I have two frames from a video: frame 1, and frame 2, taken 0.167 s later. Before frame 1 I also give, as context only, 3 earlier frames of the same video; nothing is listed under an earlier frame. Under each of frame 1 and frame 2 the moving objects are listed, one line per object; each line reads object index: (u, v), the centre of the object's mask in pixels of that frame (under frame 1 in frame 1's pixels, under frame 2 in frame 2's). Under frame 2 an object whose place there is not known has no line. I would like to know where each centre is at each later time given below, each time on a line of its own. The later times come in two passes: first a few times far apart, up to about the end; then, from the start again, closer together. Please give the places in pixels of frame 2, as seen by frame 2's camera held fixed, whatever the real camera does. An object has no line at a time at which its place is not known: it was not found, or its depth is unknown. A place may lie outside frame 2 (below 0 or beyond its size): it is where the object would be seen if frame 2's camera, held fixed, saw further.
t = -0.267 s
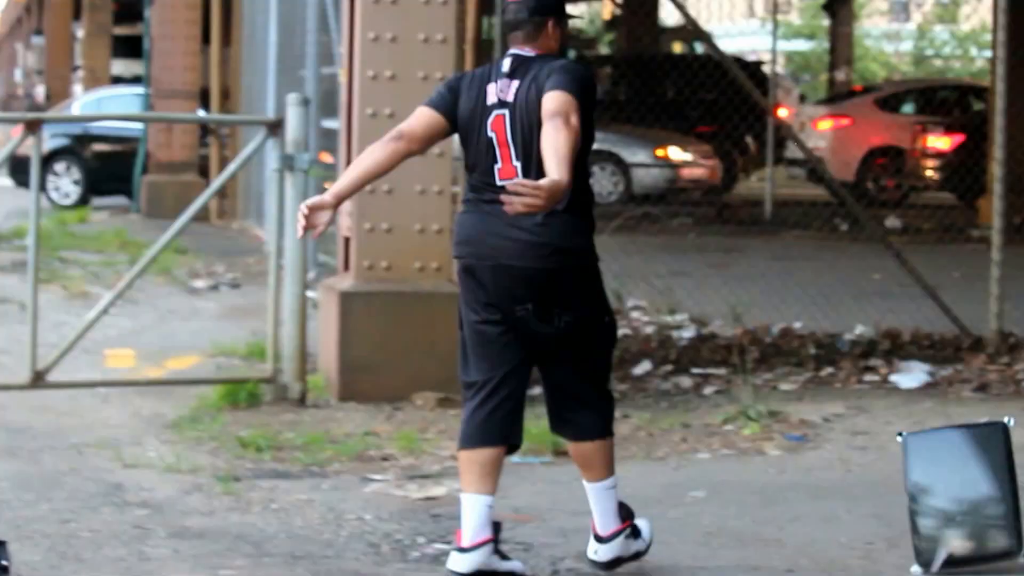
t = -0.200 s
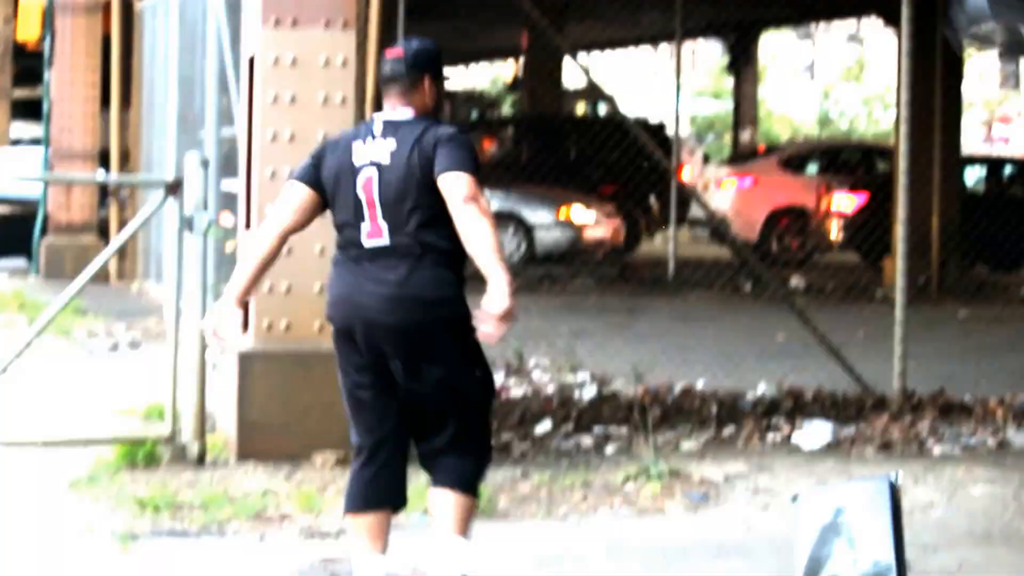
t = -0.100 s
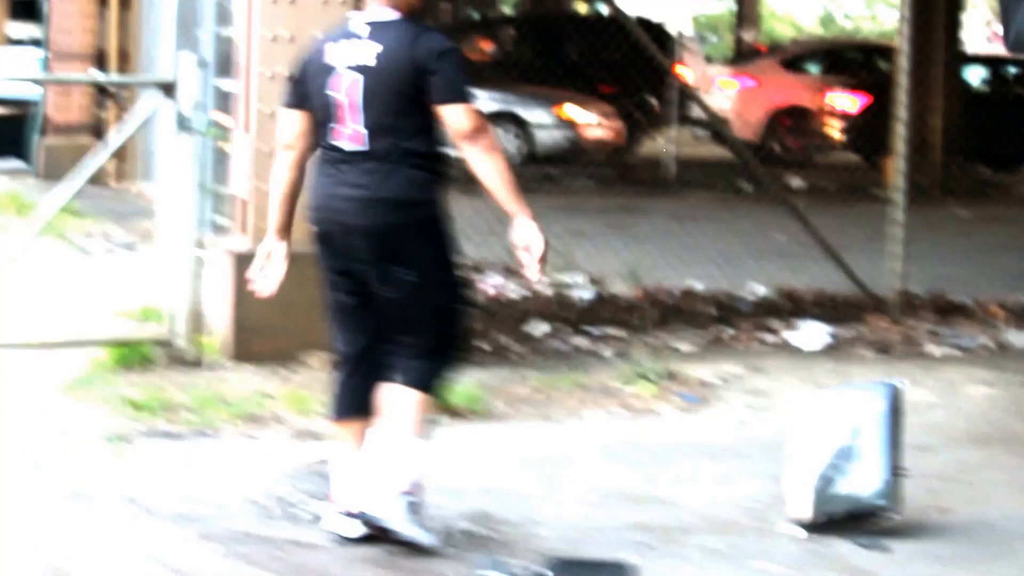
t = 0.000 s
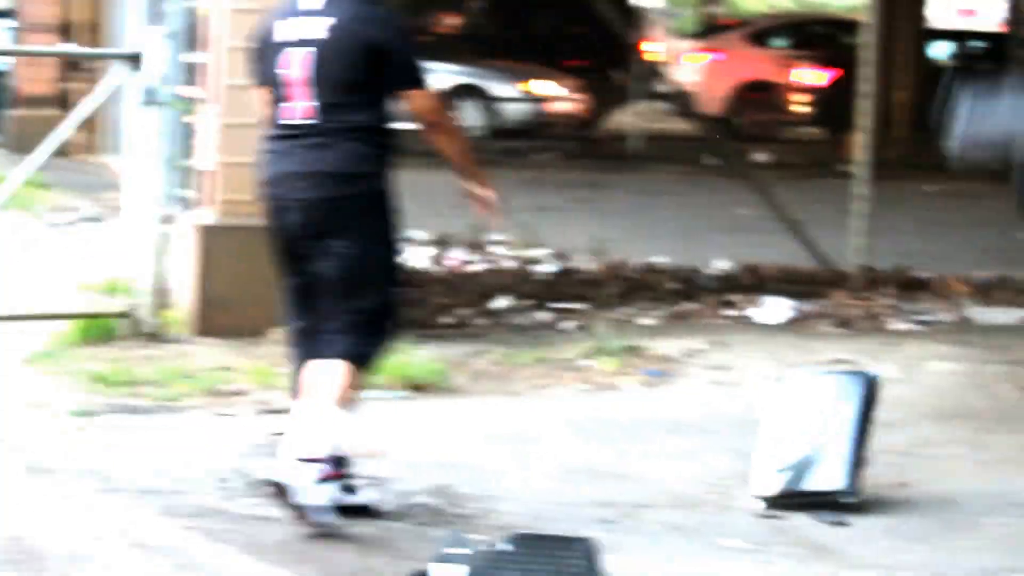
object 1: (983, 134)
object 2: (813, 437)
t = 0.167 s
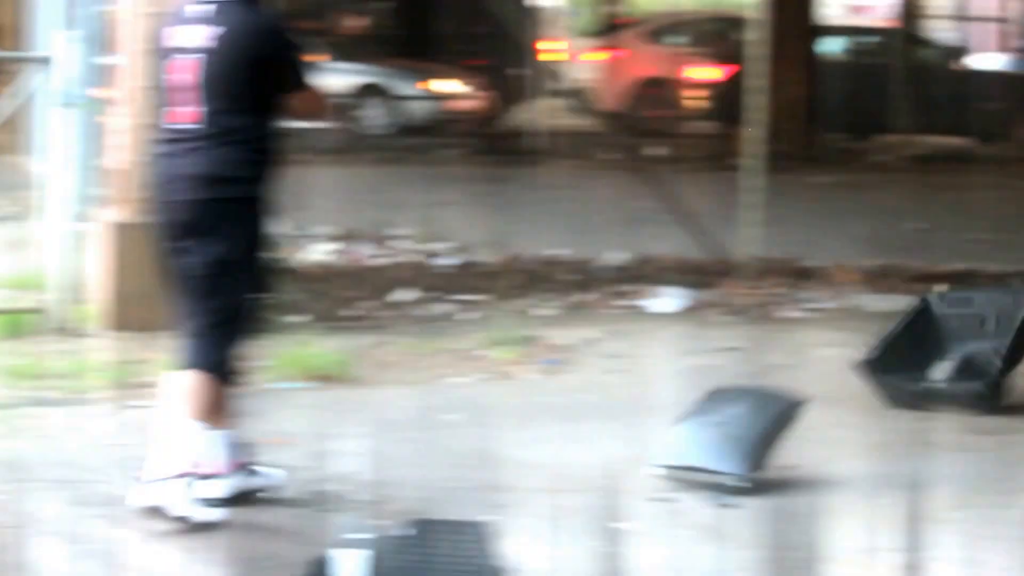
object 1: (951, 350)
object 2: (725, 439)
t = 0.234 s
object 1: (994, 335)
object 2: (743, 451)
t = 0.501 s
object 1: (1124, 339)
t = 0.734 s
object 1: (1136, 340)
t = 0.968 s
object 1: (1137, 353)
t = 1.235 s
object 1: (1131, 356)
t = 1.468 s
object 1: (1127, 357)
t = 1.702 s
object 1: (1125, 359)
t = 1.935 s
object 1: (1124, 362)
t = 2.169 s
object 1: (1120, 363)
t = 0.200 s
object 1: (968, 344)
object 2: (733, 444)
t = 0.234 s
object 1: (994, 335)
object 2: (743, 451)
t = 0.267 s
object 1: (1019, 333)
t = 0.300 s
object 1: (1040, 333)
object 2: (741, 460)
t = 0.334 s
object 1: (1059, 337)
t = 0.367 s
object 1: (1077, 341)
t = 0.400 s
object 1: (1093, 337)
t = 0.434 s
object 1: (1105, 338)
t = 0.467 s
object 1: (1116, 338)
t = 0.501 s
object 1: (1124, 339)
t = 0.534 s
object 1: (1110, 340)
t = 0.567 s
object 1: (1128, 340)
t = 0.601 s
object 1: (1128, 340)
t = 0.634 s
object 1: (1132, 339)
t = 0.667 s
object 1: (1132, 340)
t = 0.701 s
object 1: (1136, 339)
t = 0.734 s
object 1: (1136, 340)
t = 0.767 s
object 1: (1138, 341)
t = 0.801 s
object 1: (1138, 342)
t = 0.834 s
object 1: (1139, 345)
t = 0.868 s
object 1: (1138, 345)
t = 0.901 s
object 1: (1139, 349)
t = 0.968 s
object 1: (1137, 353)
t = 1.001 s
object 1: (1137, 353)
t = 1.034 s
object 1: (1136, 354)
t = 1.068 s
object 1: (1135, 354)
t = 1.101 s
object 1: (1134, 355)
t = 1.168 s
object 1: (1133, 356)
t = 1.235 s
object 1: (1131, 356)
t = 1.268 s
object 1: (1130, 357)
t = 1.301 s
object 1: (1129, 356)
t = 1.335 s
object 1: (1128, 357)
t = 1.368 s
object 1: (1128, 356)
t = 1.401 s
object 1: (1128, 357)
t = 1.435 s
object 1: (1128, 357)
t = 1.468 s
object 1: (1127, 357)
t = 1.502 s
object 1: (1127, 359)
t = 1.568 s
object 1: (1127, 359)
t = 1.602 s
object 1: (1127, 359)
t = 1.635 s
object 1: (1126, 359)
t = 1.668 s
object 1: (1126, 359)
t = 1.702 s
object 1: (1125, 359)
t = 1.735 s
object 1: (1124, 360)
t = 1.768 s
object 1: (1124, 360)
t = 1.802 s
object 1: (1124, 361)
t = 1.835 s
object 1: (1124, 361)
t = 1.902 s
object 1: (1124, 362)
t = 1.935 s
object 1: (1124, 362)
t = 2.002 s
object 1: (1123, 362)
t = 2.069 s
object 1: (1121, 363)
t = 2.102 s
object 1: (1121, 363)
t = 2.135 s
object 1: (1120, 363)
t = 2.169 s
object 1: (1120, 363)
